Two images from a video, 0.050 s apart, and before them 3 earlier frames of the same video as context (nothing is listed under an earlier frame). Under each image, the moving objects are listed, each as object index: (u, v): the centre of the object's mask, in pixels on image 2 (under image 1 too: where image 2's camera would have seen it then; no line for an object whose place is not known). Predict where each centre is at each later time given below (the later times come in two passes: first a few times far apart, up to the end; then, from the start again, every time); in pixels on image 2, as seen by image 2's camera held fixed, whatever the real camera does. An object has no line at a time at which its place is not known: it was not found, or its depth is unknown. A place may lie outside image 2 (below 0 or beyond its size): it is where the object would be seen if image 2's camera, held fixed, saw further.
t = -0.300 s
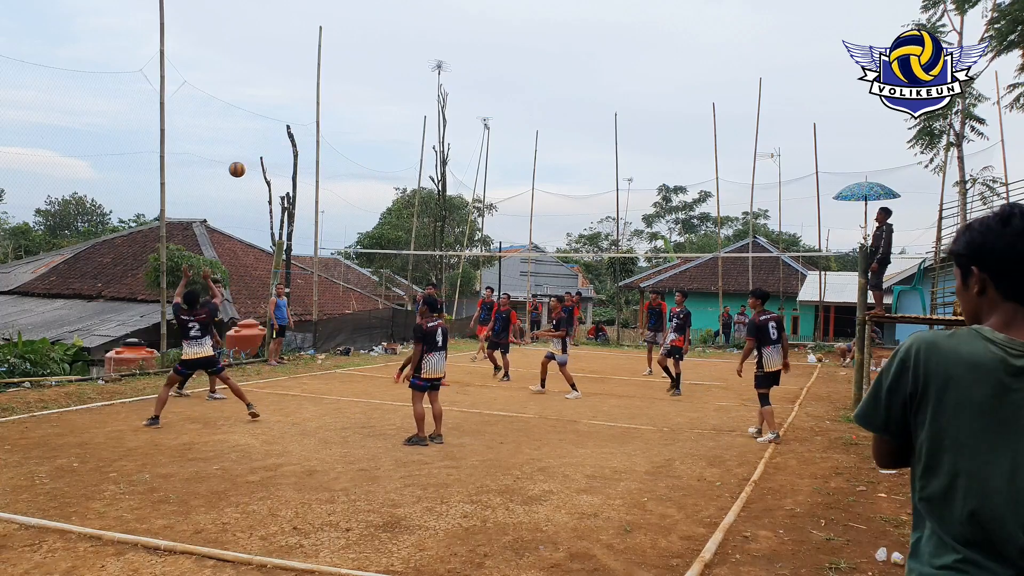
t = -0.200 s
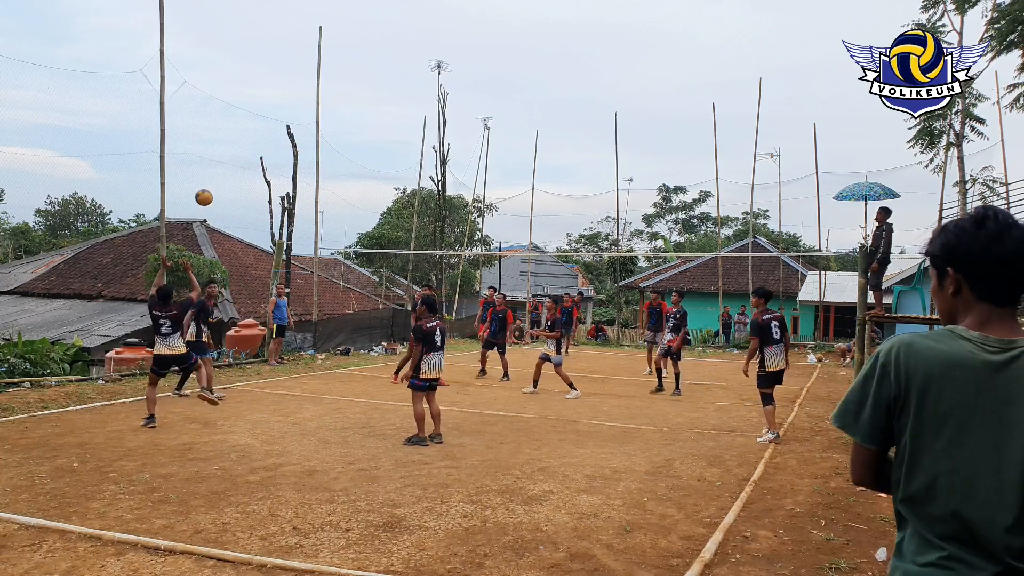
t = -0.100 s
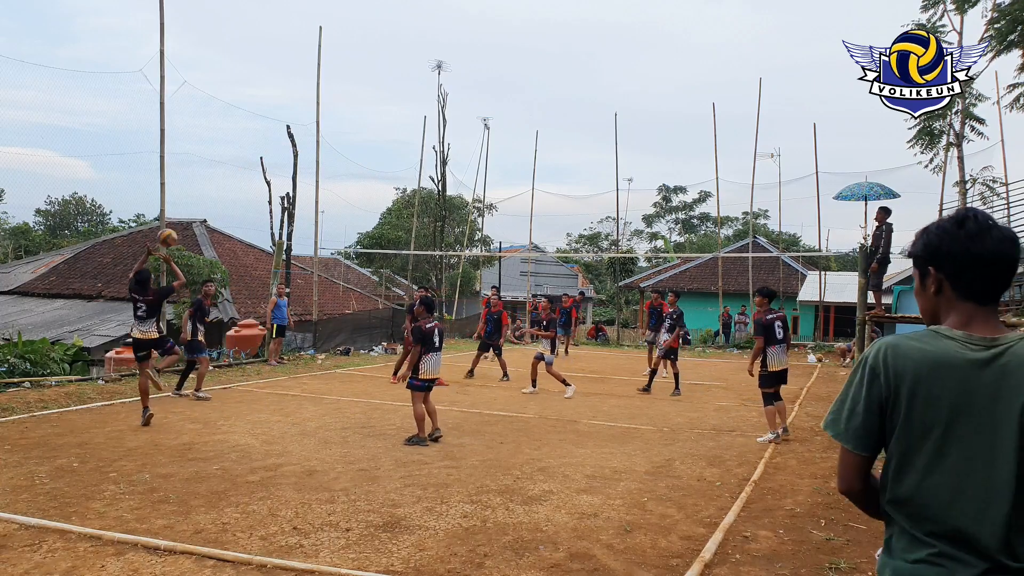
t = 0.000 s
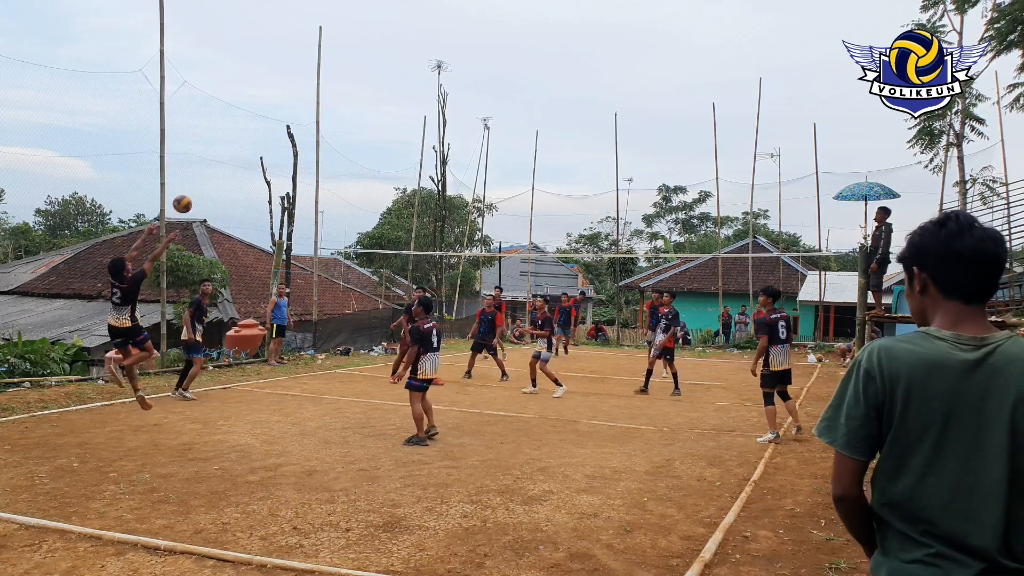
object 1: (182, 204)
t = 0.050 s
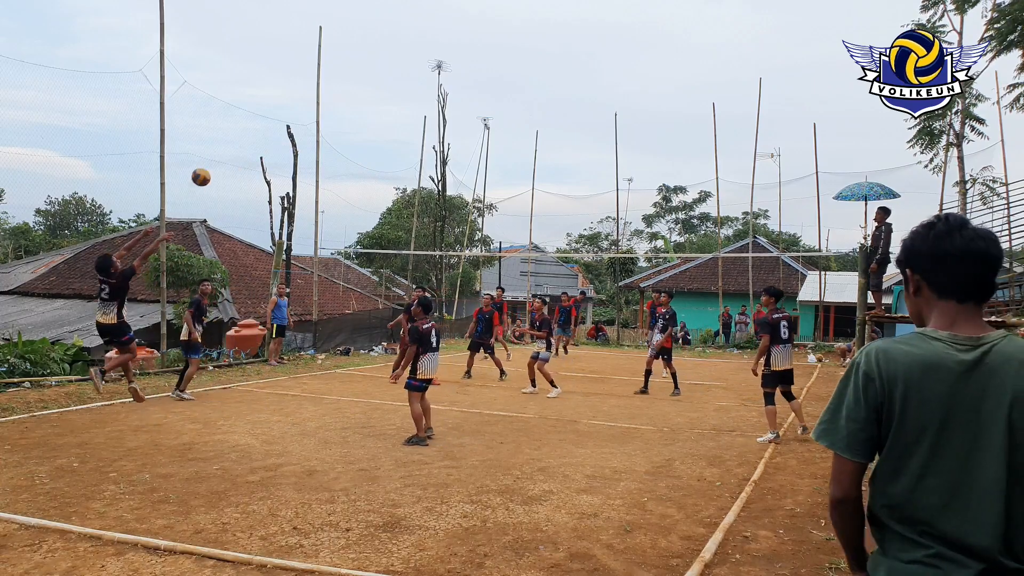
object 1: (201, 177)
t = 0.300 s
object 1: (288, 78)
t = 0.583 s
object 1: (378, 30)
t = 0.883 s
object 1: (465, 51)
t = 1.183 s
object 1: (541, 142)
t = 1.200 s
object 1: (545, 149)
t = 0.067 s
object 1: (207, 169)
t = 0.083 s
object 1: (213, 161)
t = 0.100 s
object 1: (219, 153)
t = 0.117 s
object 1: (225, 145)
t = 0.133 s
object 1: (231, 138)
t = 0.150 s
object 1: (236, 131)
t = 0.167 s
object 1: (242, 124)
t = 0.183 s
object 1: (248, 117)
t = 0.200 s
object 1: (254, 110)
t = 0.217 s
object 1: (260, 104)
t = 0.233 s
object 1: (265, 99)
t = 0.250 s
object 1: (271, 93)
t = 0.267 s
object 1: (277, 87)
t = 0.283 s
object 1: (282, 82)
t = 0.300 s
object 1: (288, 78)
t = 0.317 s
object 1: (293, 73)
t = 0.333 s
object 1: (299, 68)
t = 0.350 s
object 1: (304, 64)
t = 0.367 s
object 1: (310, 60)
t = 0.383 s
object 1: (315, 57)
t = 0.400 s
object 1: (321, 53)
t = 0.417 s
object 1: (326, 50)
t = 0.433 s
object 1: (331, 47)
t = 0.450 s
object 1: (337, 44)
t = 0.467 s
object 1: (342, 42)
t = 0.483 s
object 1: (347, 39)
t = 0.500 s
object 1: (352, 37)
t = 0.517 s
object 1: (358, 35)
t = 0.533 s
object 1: (363, 34)
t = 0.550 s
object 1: (368, 32)
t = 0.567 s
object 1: (373, 31)
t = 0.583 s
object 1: (378, 30)
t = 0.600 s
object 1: (383, 30)
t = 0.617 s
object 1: (388, 29)
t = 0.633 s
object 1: (393, 29)
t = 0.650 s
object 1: (398, 29)
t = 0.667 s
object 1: (403, 29)
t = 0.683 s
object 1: (408, 29)
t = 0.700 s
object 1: (413, 30)
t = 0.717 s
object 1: (418, 31)
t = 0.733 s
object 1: (423, 32)
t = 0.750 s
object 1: (428, 33)
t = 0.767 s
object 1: (432, 35)
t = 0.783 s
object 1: (437, 36)
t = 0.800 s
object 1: (442, 38)
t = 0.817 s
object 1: (446, 40)
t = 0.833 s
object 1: (451, 43)
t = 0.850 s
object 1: (456, 45)
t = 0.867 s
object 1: (460, 48)
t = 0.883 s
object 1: (465, 51)
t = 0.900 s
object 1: (470, 55)
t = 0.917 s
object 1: (474, 58)
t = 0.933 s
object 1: (479, 62)
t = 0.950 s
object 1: (483, 66)
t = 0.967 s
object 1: (487, 70)
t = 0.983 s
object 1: (492, 74)
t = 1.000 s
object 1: (496, 79)
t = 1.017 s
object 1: (500, 83)
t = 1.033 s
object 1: (505, 88)
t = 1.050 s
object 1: (509, 93)
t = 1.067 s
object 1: (513, 99)
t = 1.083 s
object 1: (517, 105)
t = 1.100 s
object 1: (521, 110)
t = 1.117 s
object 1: (525, 116)
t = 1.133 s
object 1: (529, 122)
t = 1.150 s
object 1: (534, 129)
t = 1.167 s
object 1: (537, 135)
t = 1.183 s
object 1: (541, 142)
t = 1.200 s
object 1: (545, 149)
